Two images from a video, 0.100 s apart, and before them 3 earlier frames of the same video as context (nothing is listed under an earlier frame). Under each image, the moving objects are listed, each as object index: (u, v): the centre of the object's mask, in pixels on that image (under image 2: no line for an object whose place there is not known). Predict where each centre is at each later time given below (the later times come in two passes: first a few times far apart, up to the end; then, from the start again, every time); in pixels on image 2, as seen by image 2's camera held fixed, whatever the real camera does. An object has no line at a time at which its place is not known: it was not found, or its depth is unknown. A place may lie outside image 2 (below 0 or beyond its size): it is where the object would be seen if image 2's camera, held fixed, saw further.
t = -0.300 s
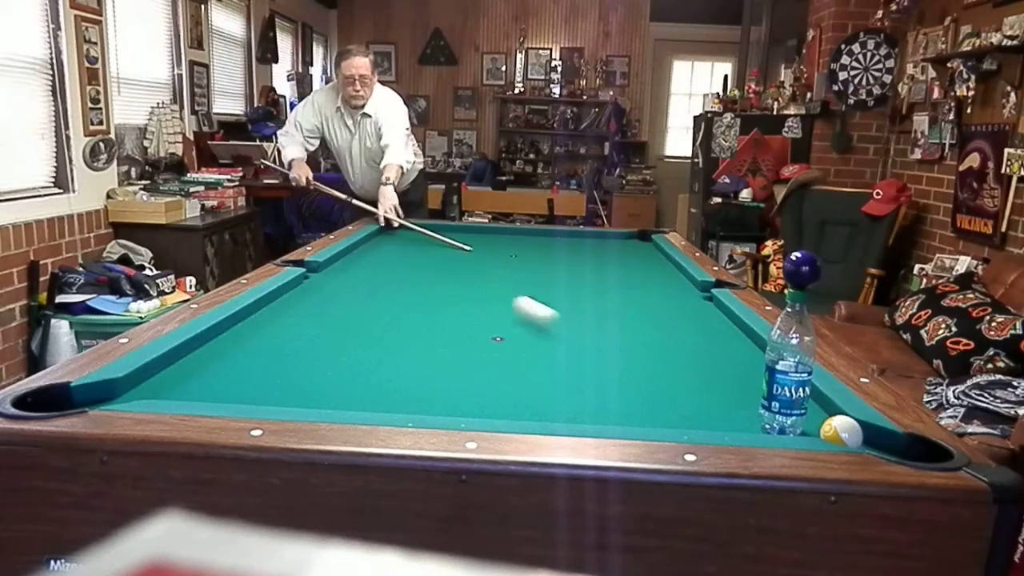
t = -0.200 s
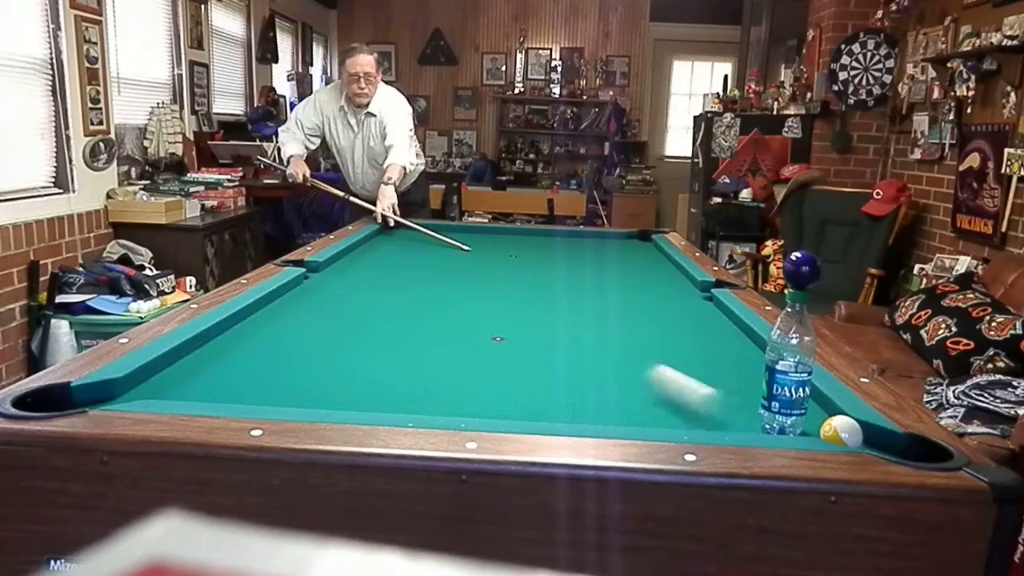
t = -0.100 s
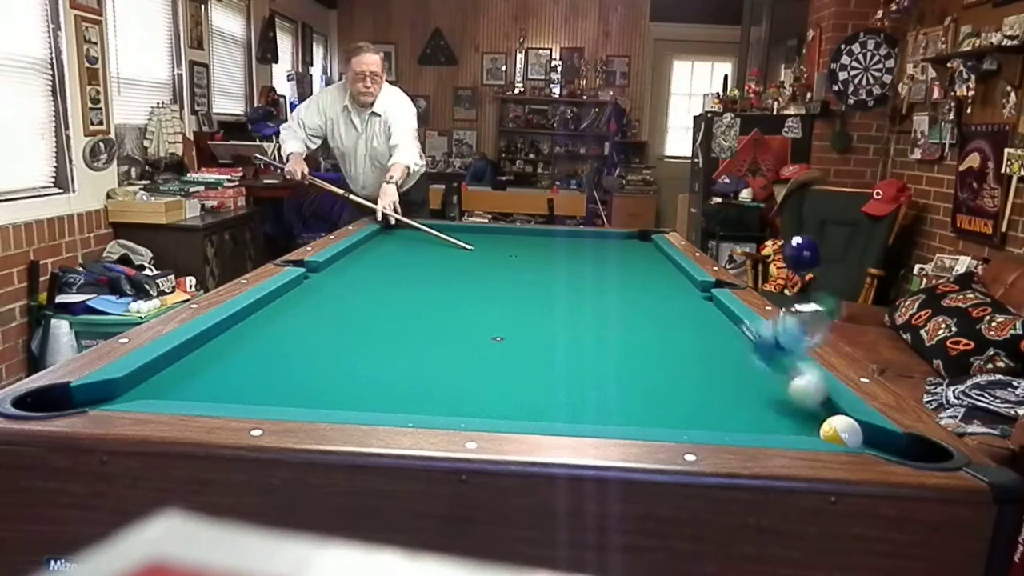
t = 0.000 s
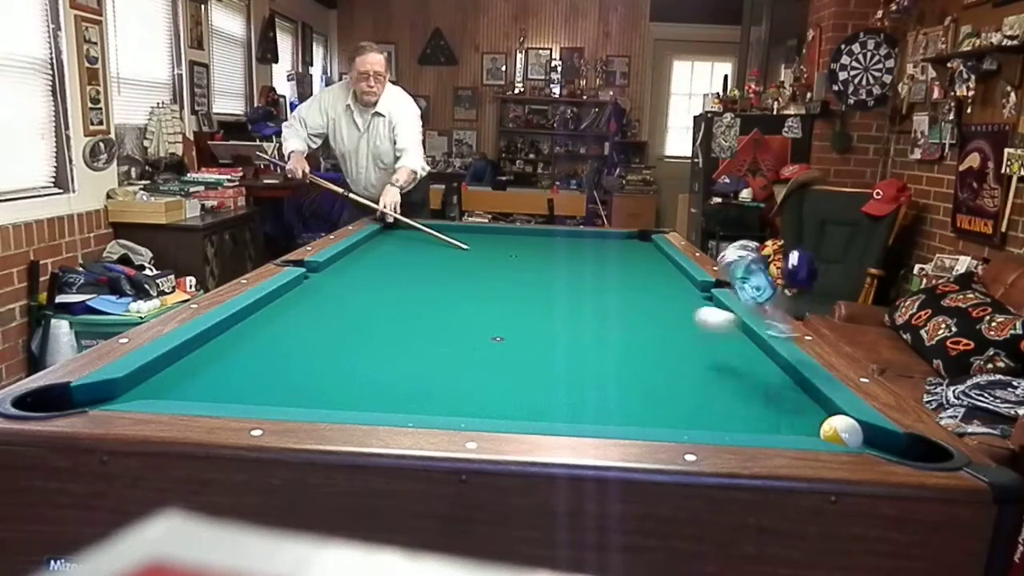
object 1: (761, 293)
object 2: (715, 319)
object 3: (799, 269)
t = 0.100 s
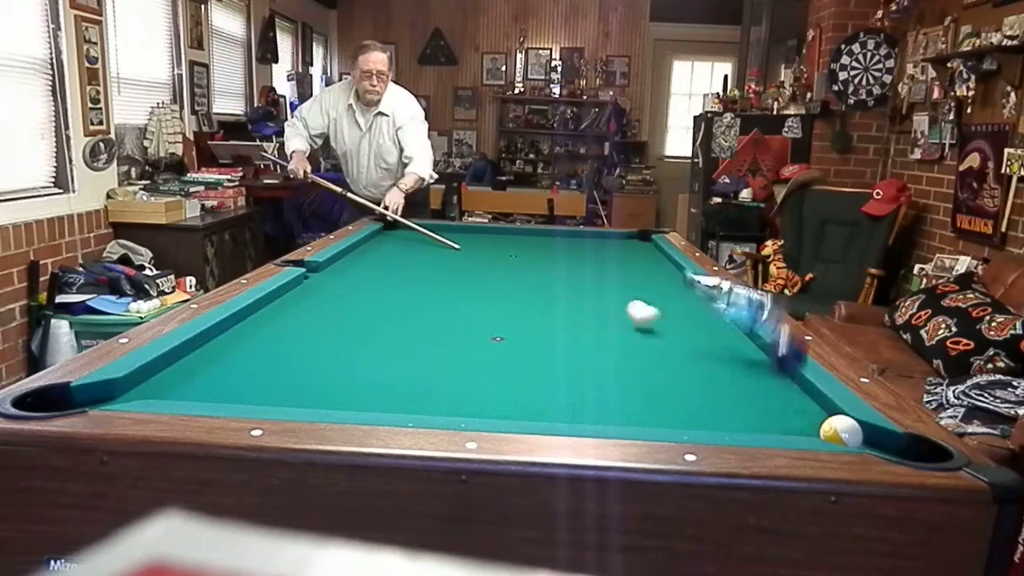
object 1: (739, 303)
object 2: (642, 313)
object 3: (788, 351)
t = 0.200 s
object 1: (698, 288)
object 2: (594, 291)
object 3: (783, 399)
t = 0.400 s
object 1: (638, 301)
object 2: (533, 263)
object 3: (783, 408)
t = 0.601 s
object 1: (615, 296)
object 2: (501, 244)
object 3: (782, 409)
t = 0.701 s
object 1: (609, 295)
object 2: (488, 236)
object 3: (782, 408)
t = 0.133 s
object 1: (728, 305)
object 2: (625, 301)
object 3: (784, 388)
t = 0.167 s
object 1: (712, 293)
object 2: (609, 293)
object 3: (782, 403)
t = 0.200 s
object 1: (698, 288)
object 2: (594, 291)
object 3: (783, 399)
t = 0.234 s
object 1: (689, 288)
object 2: (581, 286)
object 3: (783, 402)
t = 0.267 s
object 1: (676, 293)
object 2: (569, 281)
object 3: (782, 408)
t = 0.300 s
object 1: (665, 293)
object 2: (559, 276)
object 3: (782, 408)
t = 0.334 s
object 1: (657, 291)
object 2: (549, 271)
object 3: (782, 408)
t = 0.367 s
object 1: (646, 295)
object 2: (541, 267)
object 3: (782, 408)
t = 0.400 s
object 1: (638, 301)
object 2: (533, 263)
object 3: (783, 408)
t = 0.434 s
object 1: (634, 299)
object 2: (527, 259)
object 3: (783, 408)
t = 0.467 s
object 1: (630, 297)
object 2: (521, 255)
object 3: (783, 408)
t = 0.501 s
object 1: (626, 296)
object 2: (515, 252)
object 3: (783, 408)
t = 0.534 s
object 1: (621, 300)
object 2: (510, 249)
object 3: (783, 408)
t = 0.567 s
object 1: (617, 299)
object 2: (505, 246)
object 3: (783, 409)
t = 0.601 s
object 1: (615, 296)
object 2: (501, 244)
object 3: (782, 409)
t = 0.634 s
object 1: (613, 295)
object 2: (496, 241)
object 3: (782, 409)
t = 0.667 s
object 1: (611, 296)
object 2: (493, 238)
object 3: (782, 409)
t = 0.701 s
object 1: (609, 295)
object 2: (488, 236)
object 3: (782, 408)
